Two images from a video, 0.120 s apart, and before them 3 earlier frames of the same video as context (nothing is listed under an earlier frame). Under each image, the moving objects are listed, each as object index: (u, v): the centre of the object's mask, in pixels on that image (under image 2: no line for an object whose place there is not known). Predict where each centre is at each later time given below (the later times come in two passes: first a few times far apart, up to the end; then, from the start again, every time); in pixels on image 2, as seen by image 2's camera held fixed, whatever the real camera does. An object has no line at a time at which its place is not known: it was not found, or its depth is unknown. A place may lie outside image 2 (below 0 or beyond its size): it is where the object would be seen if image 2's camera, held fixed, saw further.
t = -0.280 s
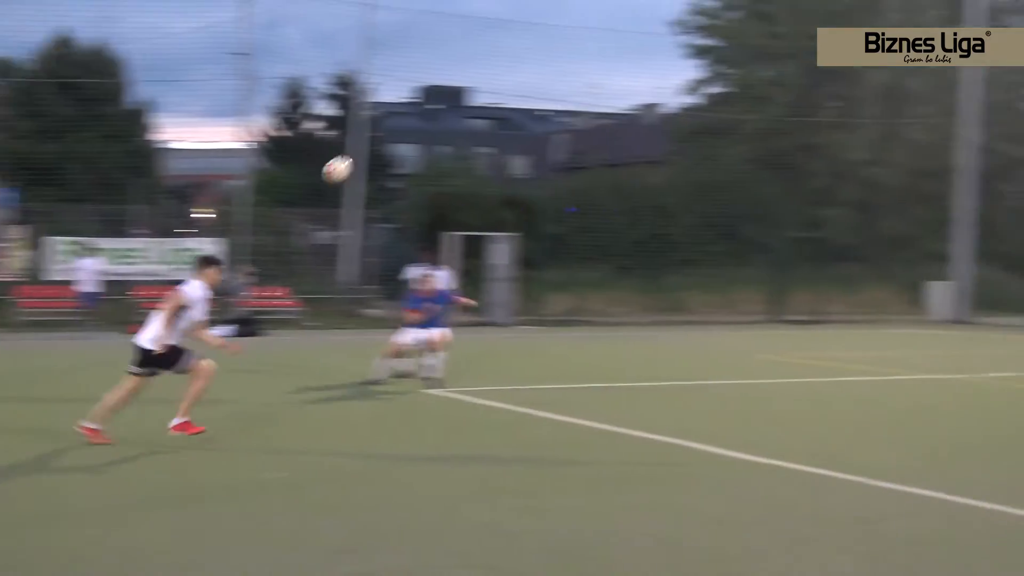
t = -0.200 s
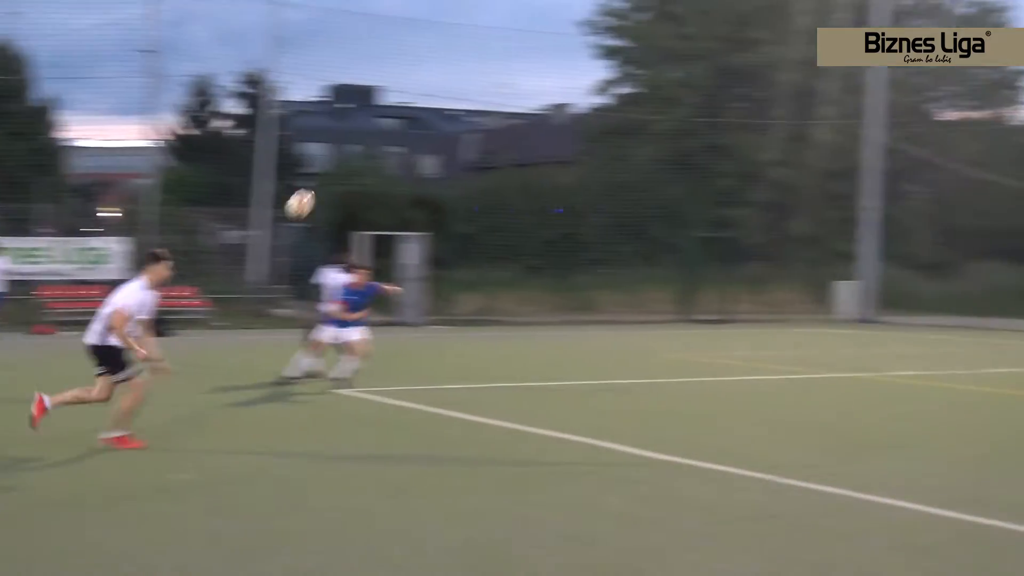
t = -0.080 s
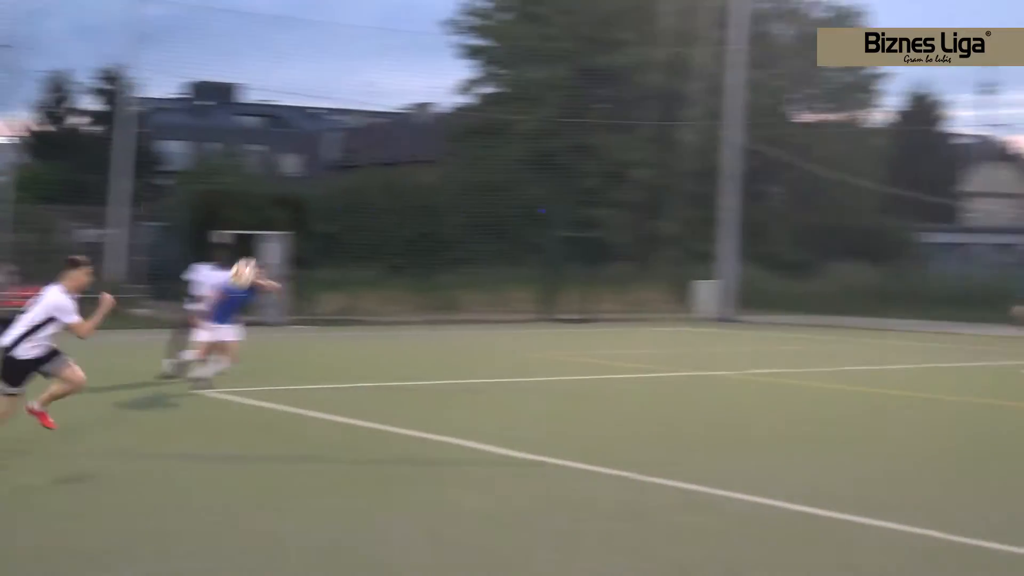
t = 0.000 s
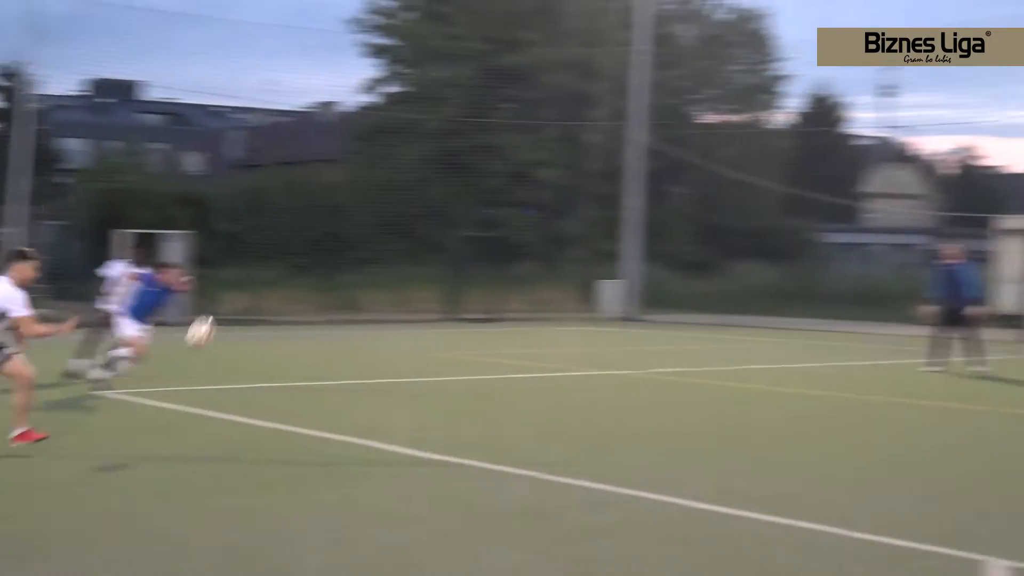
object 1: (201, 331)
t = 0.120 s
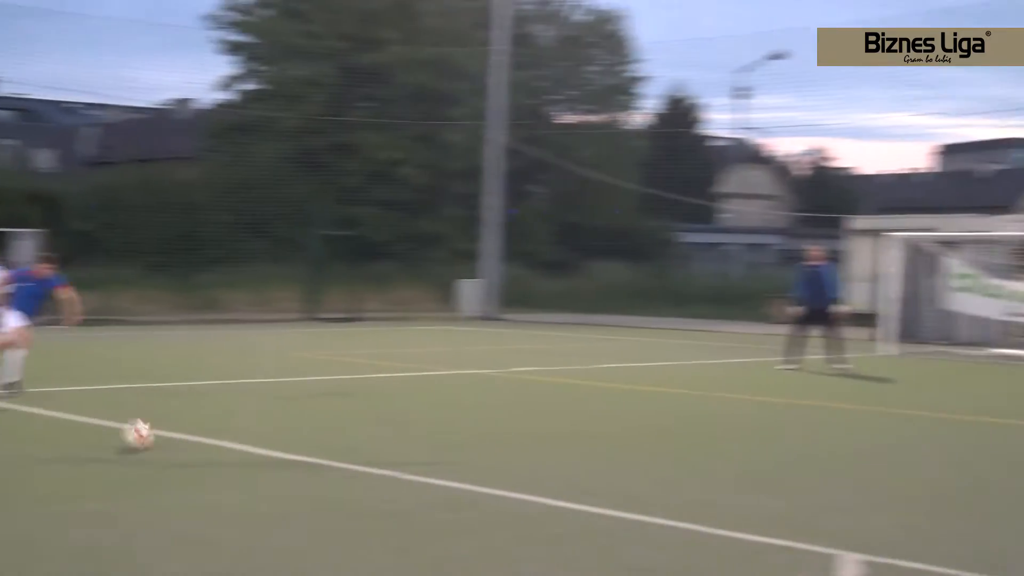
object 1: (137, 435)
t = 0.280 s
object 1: (236, 332)
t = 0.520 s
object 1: (376, 244)
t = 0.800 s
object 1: (534, 234)
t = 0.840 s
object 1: (557, 242)
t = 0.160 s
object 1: (163, 406)
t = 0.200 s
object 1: (187, 380)
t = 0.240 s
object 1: (211, 354)
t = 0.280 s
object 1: (236, 332)
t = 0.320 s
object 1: (261, 310)
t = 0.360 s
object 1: (284, 293)
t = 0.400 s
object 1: (307, 278)
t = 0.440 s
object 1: (330, 264)
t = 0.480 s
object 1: (353, 253)
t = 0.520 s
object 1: (376, 244)
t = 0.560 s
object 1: (399, 237)
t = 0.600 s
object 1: (422, 231)
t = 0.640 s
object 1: (444, 228)
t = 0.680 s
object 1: (467, 226)
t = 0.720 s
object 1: (490, 227)
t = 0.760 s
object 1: (512, 230)
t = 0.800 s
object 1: (534, 234)
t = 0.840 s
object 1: (557, 242)
